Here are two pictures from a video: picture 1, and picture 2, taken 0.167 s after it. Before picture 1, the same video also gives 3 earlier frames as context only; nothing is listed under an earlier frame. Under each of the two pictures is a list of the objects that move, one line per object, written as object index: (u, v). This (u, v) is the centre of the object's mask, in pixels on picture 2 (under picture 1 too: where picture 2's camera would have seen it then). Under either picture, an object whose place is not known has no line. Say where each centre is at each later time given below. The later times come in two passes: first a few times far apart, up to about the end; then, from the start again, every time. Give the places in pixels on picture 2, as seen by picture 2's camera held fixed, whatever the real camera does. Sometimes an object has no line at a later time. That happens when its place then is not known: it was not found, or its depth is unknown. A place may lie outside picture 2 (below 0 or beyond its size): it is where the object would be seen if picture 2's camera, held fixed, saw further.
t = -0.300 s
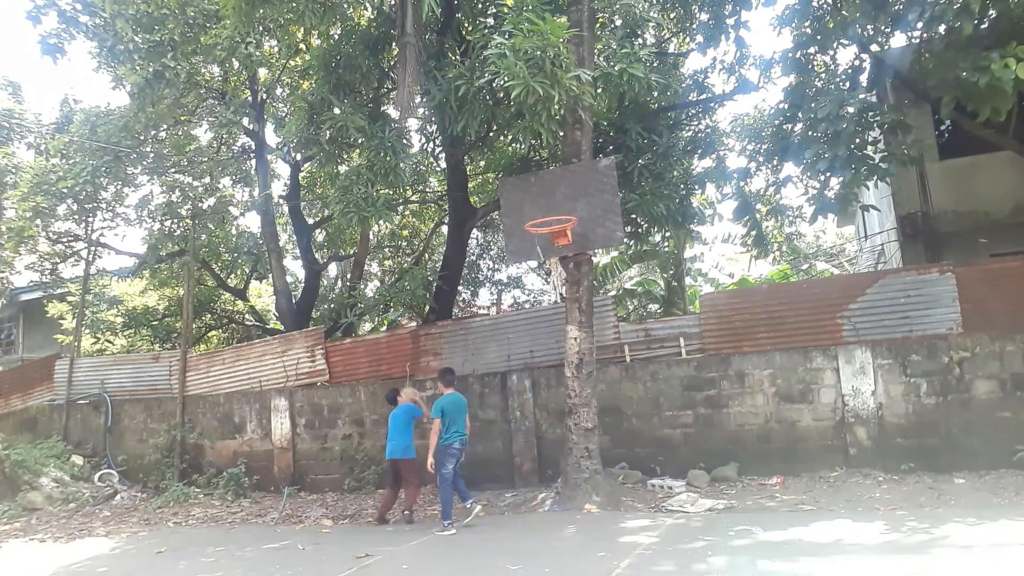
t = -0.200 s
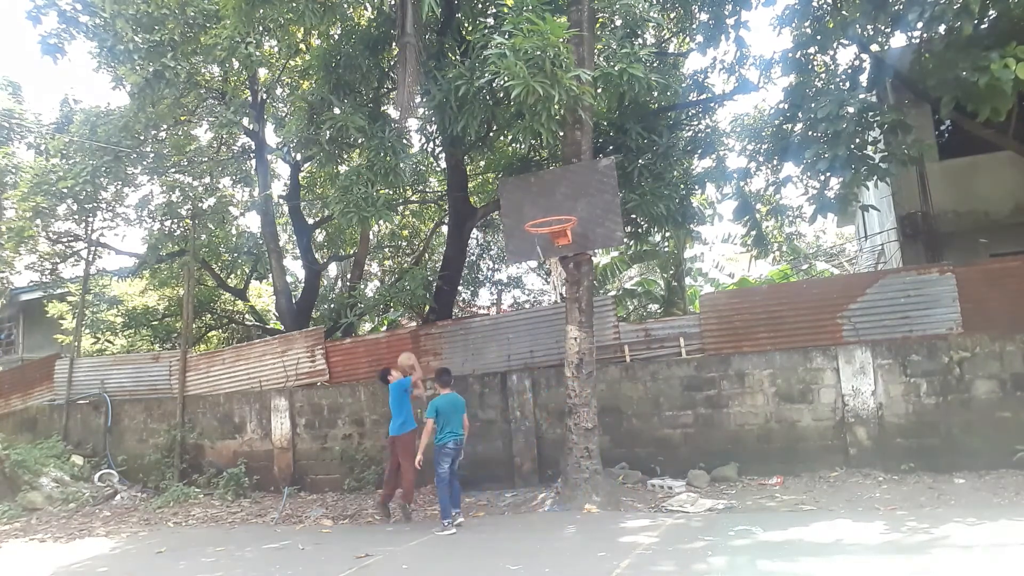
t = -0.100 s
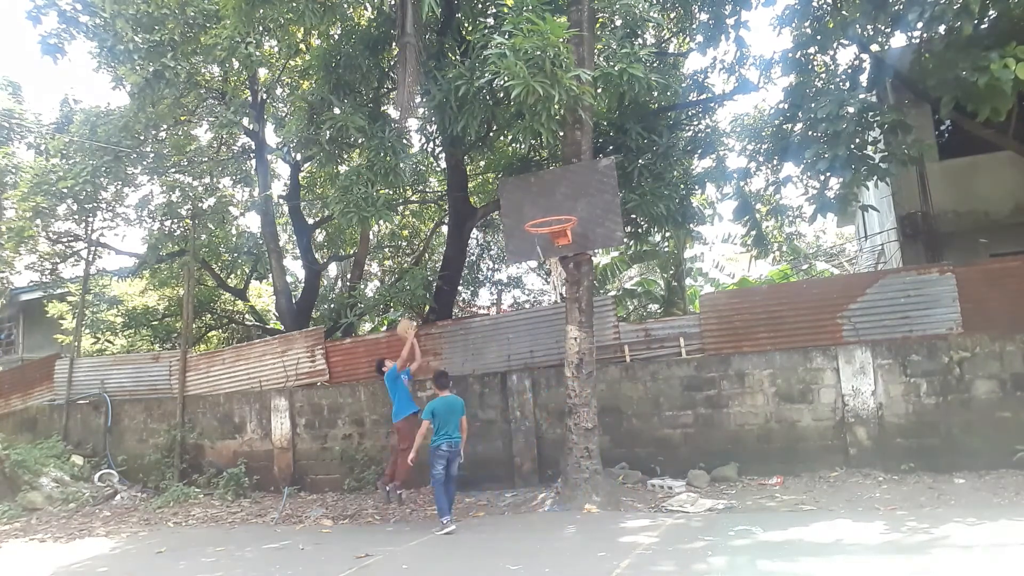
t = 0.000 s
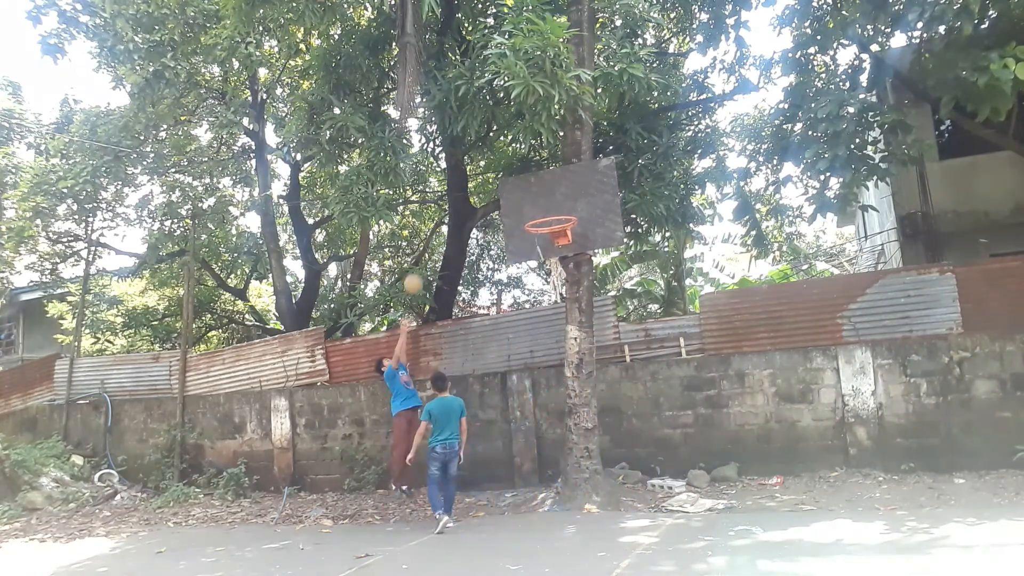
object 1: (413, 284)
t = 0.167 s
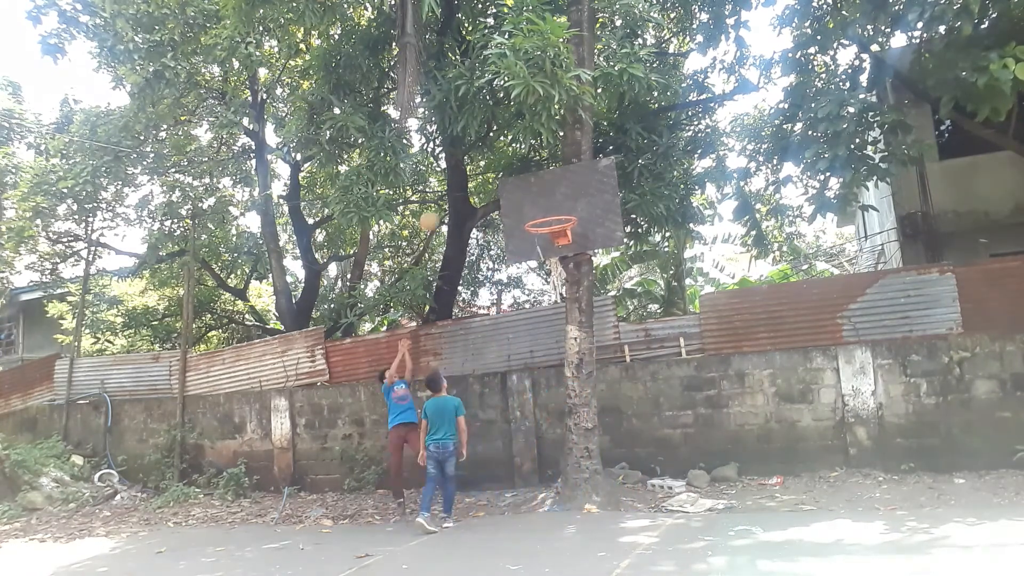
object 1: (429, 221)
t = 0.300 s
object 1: (444, 185)
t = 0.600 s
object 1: (481, 155)
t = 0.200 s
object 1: (433, 211)
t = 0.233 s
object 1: (437, 201)
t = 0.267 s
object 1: (440, 193)
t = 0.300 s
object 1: (444, 185)
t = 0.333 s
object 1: (448, 178)
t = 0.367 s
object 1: (452, 172)
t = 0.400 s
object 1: (455, 167)
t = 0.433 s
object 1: (459, 162)
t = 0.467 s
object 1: (464, 159)
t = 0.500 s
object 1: (468, 156)
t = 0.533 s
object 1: (472, 155)
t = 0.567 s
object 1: (477, 155)
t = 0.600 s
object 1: (481, 155)
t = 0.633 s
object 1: (486, 157)
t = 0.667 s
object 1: (492, 160)
